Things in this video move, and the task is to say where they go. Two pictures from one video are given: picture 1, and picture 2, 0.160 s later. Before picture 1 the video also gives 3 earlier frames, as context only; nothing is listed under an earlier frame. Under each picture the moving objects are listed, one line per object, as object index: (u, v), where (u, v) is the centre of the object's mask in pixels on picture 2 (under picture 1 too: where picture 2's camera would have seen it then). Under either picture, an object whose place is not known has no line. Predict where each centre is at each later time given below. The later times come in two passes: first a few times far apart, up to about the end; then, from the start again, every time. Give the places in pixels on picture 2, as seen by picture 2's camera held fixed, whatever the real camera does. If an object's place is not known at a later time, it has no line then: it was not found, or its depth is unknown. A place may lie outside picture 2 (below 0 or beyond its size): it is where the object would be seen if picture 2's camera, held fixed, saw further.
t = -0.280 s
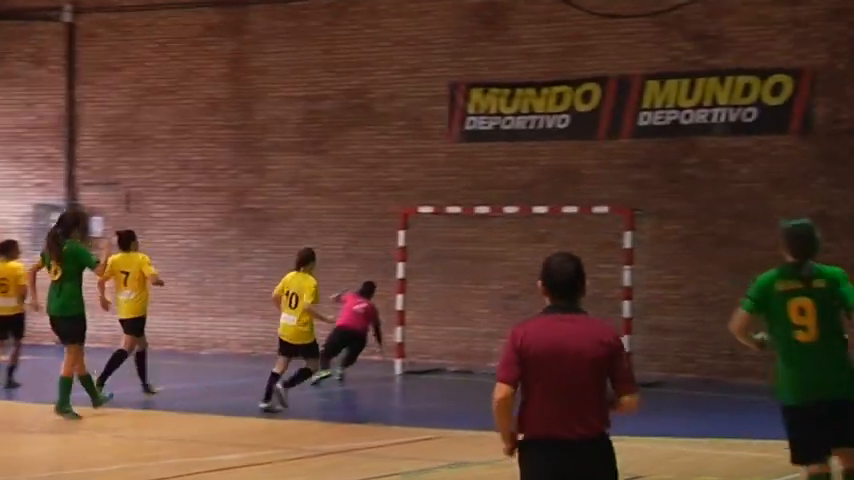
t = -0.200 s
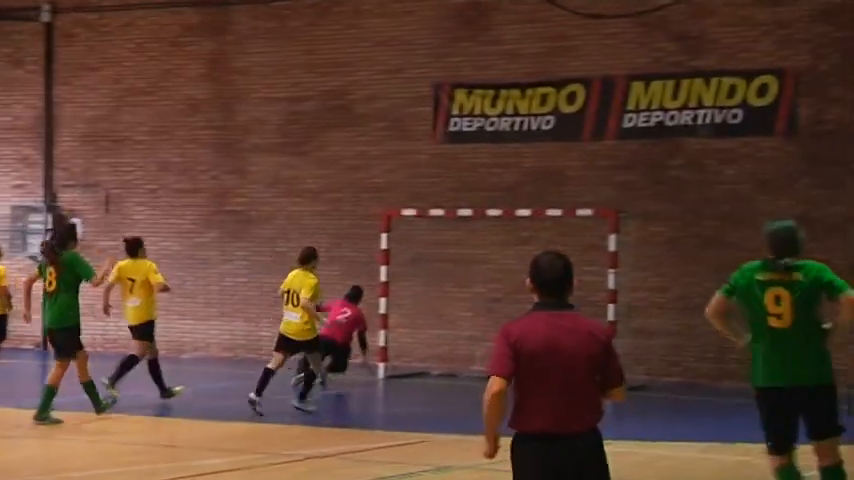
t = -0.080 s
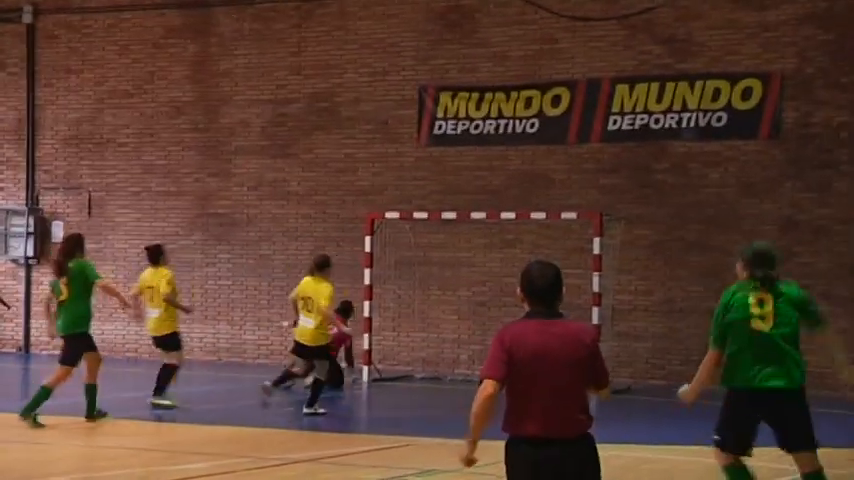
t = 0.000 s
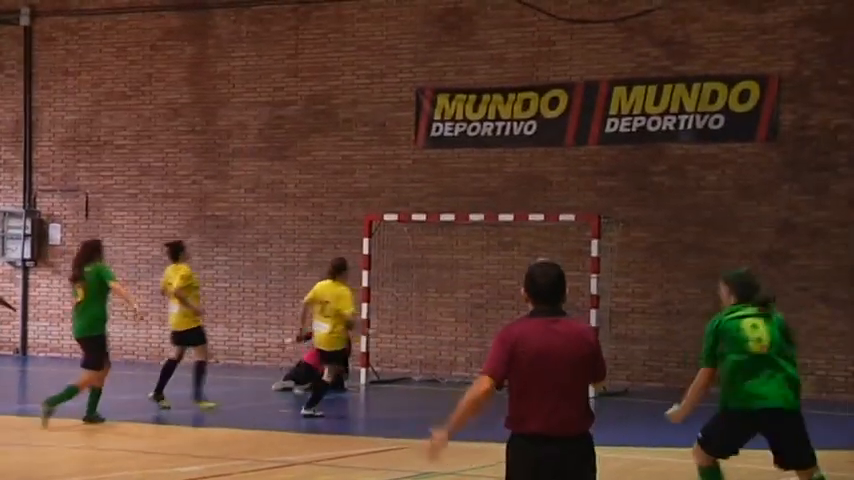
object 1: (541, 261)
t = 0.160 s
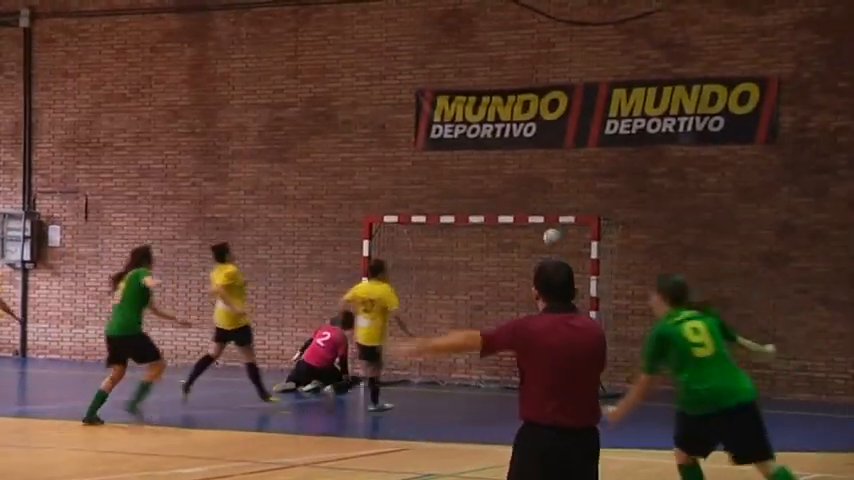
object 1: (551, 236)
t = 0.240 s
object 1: (556, 229)
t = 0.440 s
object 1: (564, 233)
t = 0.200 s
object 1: (553, 232)
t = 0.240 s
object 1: (556, 229)
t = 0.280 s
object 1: (558, 227)
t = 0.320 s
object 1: (560, 227)
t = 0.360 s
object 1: (561, 228)
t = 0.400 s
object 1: (563, 231)
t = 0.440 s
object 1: (564, 233)
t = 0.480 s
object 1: (566, 240)
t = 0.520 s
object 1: (569, 245)
